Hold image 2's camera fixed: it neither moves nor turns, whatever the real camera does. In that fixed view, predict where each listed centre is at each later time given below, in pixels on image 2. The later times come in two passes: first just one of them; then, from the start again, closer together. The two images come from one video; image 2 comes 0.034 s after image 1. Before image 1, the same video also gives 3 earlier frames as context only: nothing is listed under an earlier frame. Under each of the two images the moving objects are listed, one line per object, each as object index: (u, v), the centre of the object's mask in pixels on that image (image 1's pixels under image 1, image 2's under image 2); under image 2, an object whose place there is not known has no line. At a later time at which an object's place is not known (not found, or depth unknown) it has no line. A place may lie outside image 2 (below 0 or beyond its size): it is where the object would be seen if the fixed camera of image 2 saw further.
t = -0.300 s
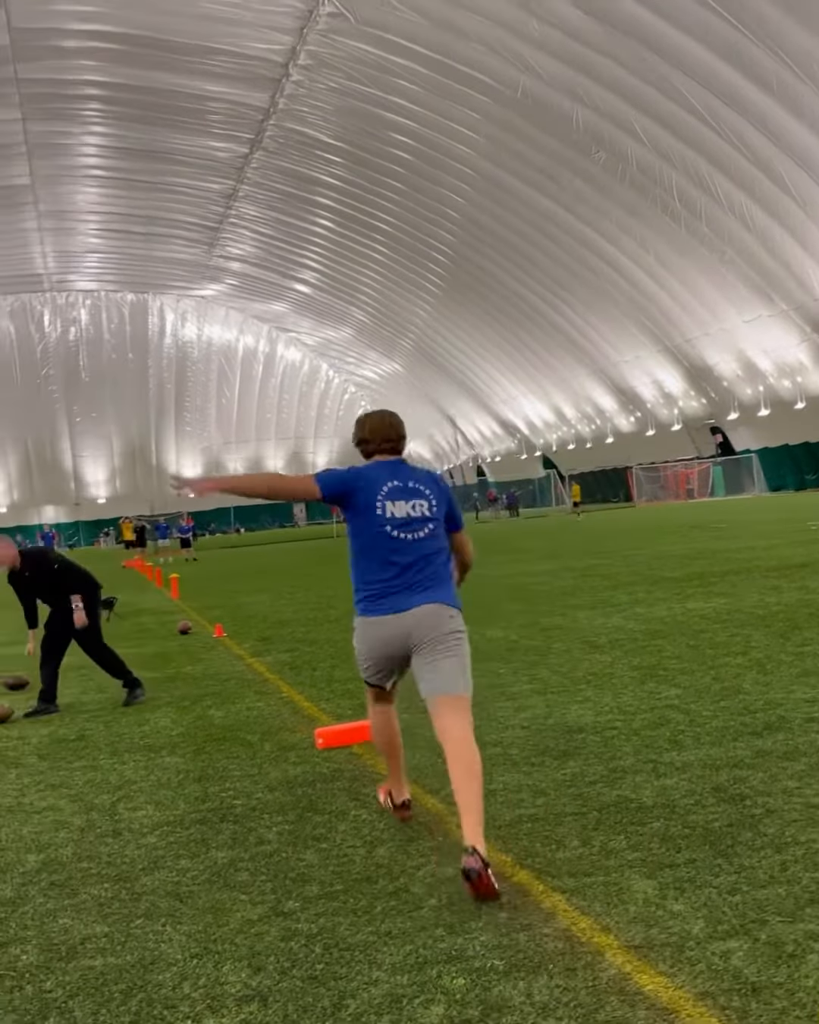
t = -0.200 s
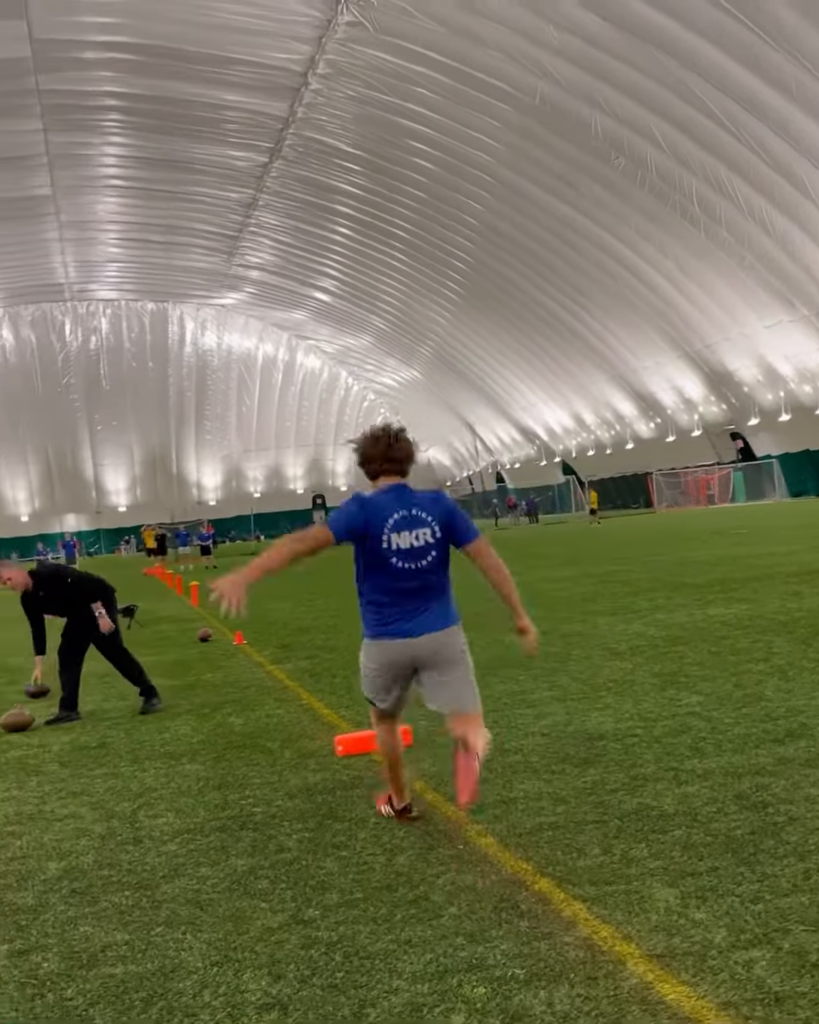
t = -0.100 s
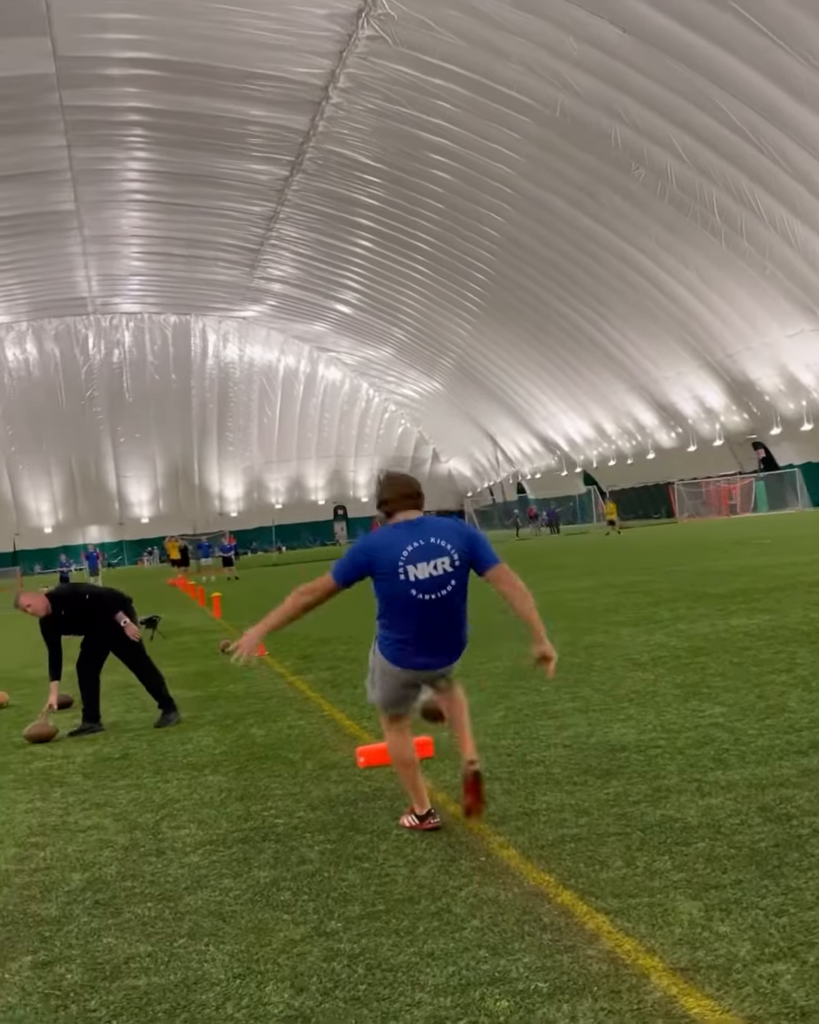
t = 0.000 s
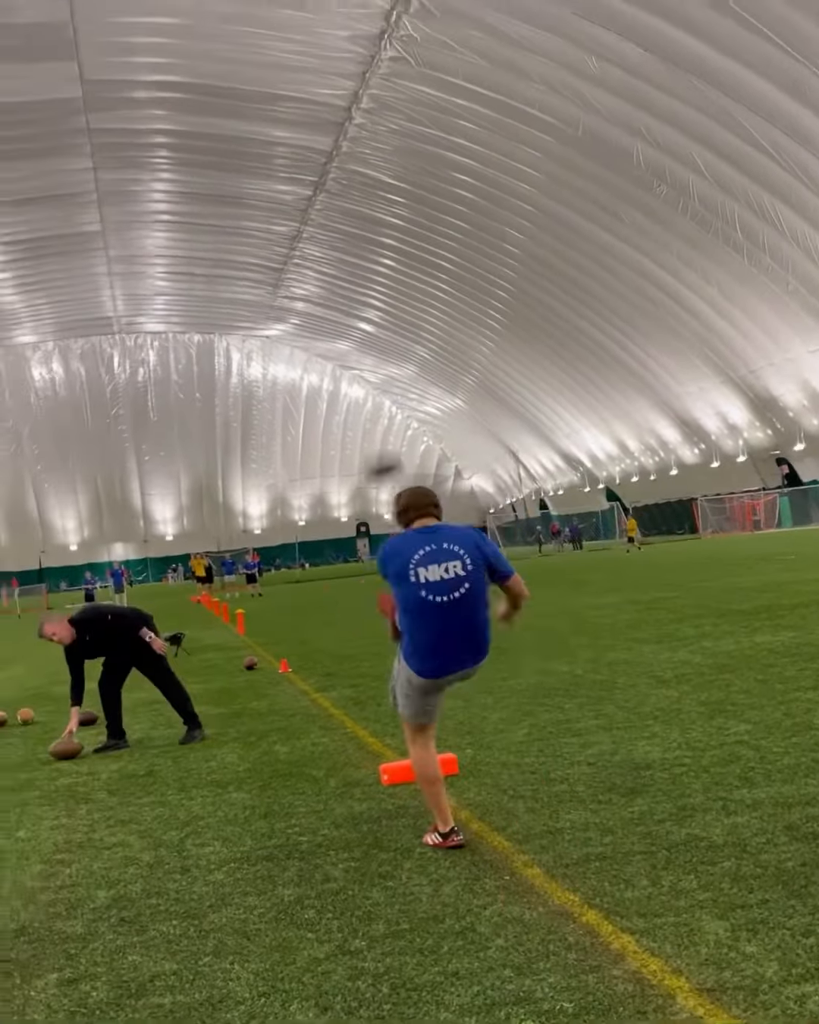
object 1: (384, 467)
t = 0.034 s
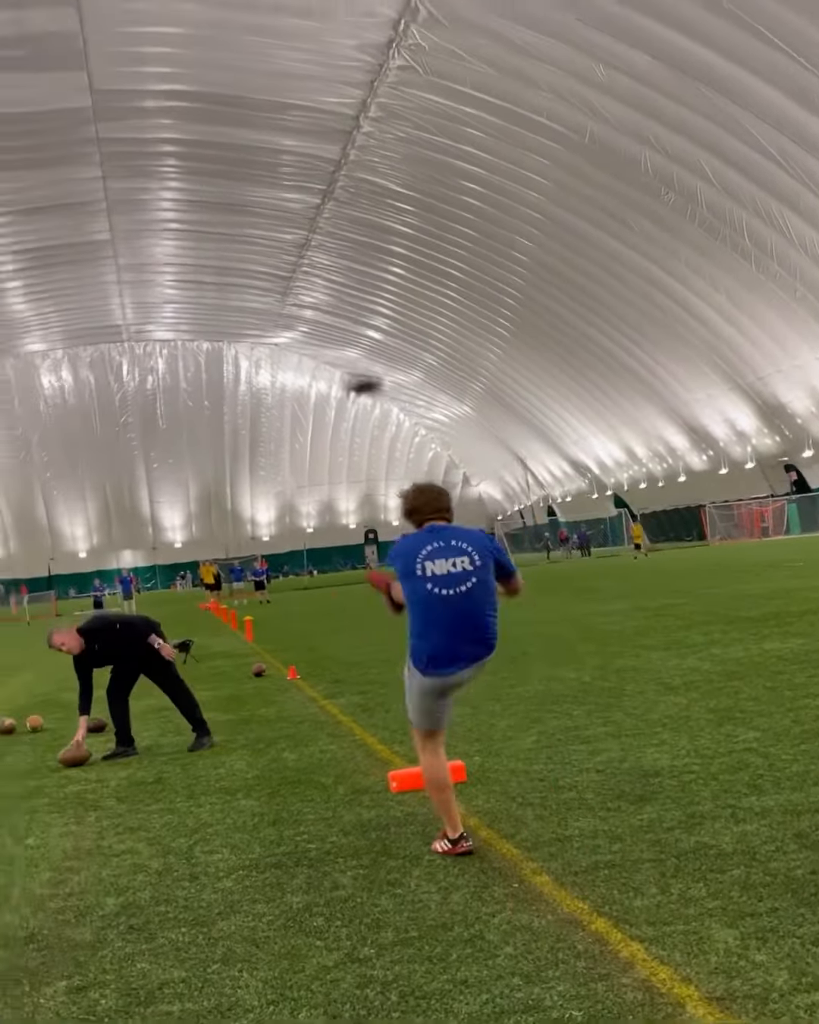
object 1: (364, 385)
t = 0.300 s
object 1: (220, 40)
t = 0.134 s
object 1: (298, 199)
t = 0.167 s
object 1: (280, 155)
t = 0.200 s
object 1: (264, 119)
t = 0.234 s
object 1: (249, 89)
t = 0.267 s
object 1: (234, 63)
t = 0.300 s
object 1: (220, 40)
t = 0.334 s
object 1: (206, 22)
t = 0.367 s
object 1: (193, 5)
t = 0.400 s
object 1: (181, -9)
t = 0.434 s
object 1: (170, -21)
